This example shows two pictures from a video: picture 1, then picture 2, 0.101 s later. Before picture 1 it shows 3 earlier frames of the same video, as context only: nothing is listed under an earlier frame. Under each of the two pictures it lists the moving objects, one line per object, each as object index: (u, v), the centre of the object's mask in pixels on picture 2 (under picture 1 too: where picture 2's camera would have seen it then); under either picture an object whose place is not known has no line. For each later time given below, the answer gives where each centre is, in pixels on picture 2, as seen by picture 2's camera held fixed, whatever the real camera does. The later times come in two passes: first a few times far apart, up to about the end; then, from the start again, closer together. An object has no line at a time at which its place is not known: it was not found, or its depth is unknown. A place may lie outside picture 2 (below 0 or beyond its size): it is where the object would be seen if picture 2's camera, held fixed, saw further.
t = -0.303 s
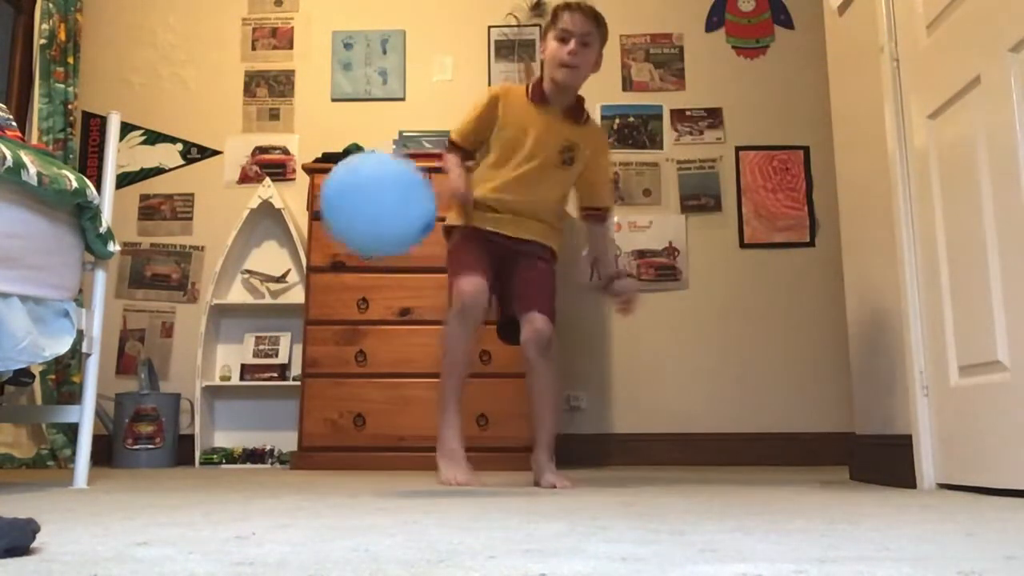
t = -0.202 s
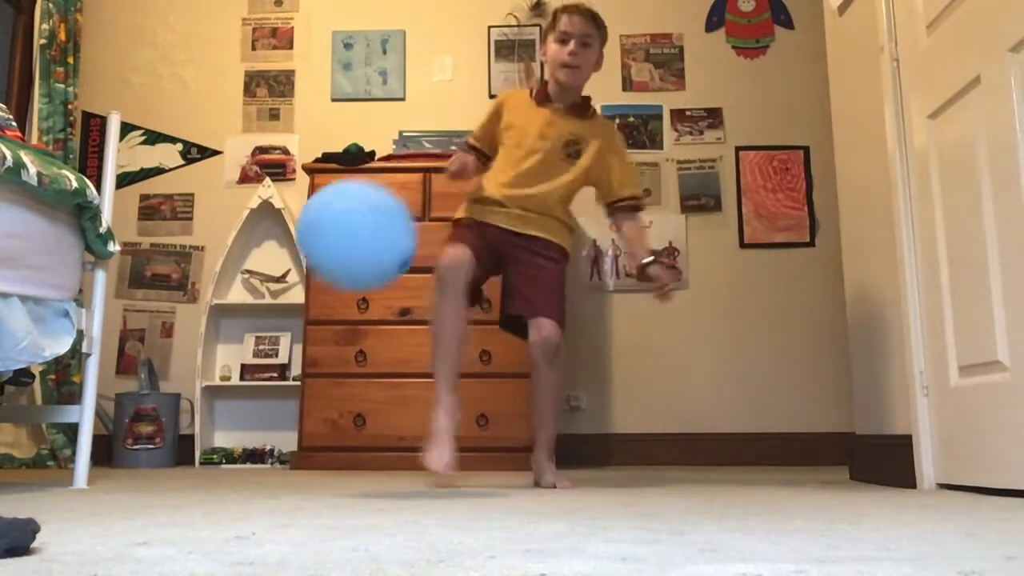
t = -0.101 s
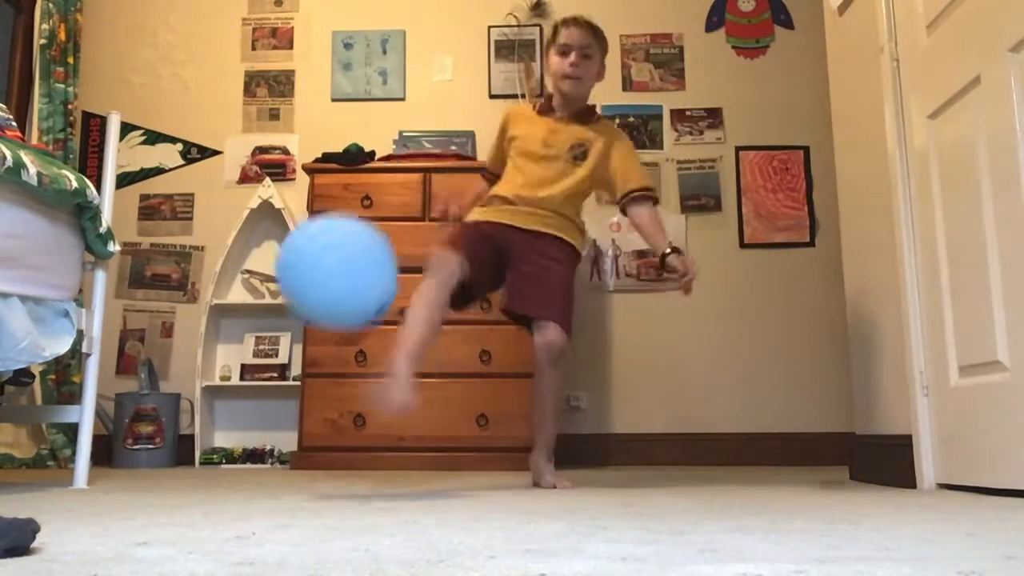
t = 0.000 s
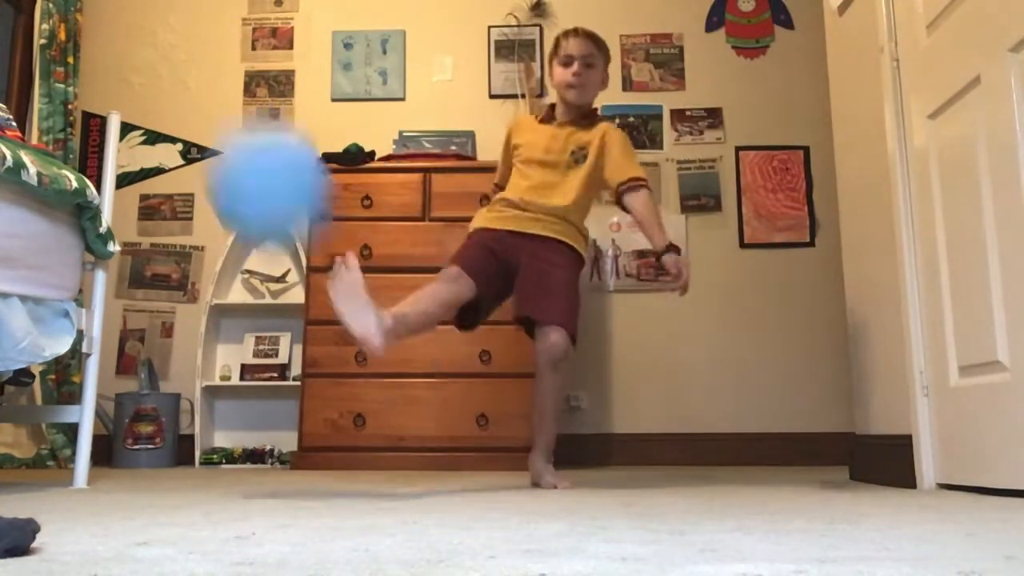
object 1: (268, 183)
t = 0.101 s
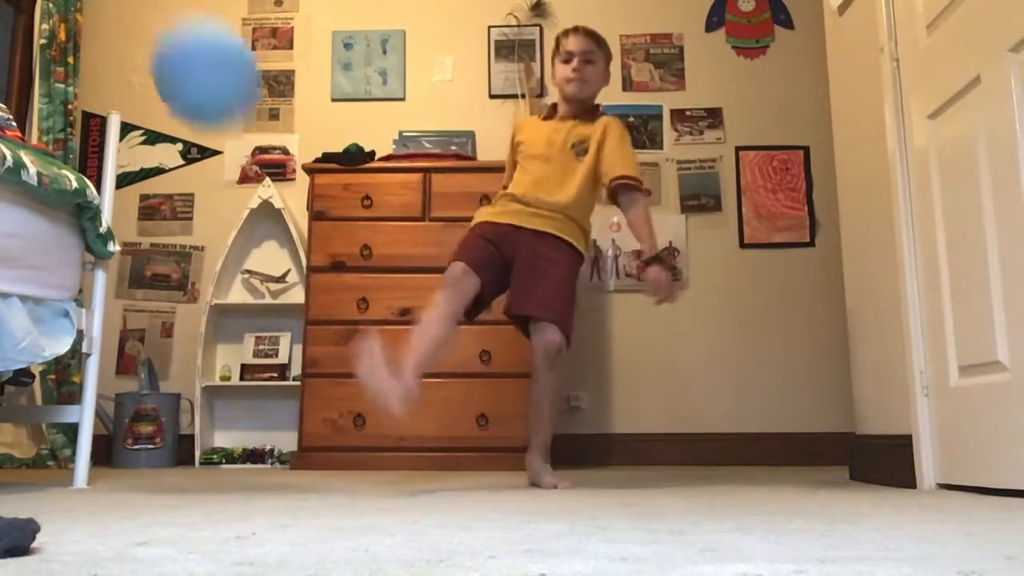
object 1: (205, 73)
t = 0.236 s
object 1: (174, 28)
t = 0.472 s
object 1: (164, 34)
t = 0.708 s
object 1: (157, 68)
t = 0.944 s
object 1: (154, 126)
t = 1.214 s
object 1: (148, 215)
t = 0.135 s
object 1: (193, 50)
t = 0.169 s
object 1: (185, 39)
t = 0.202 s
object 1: (178, 32)
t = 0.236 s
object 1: (174, 28)
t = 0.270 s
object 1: (171, 25)
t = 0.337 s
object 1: (168, 26)
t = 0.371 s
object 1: (167, 28)
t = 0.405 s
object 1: (166, 30)
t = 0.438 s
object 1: (165, 32)
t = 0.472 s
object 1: (164, 34)
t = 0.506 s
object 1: (163, 36)
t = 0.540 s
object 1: (162, 38)
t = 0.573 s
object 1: (161, 42)
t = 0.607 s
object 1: (160, 48)
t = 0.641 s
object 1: (159, 54)
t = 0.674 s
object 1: (158, 61)
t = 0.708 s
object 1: (157, 68)
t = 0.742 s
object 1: (156, 75)
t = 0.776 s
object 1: (156, 83)
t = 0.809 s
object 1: (154, 91)
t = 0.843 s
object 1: (154, 99)
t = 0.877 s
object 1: (154, 107)
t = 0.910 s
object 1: (154, 116)
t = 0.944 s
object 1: (154, 126)
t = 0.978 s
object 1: (153, 137)
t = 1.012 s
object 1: (152, 147)
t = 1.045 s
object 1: (152, 157)
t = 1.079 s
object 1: (151, 168)
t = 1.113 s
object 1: (150, 180)
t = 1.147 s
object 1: (149, 191)
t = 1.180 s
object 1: (148, 203)
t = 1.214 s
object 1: (148, 215)
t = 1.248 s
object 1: (148, 228)
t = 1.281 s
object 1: (147, 241)
